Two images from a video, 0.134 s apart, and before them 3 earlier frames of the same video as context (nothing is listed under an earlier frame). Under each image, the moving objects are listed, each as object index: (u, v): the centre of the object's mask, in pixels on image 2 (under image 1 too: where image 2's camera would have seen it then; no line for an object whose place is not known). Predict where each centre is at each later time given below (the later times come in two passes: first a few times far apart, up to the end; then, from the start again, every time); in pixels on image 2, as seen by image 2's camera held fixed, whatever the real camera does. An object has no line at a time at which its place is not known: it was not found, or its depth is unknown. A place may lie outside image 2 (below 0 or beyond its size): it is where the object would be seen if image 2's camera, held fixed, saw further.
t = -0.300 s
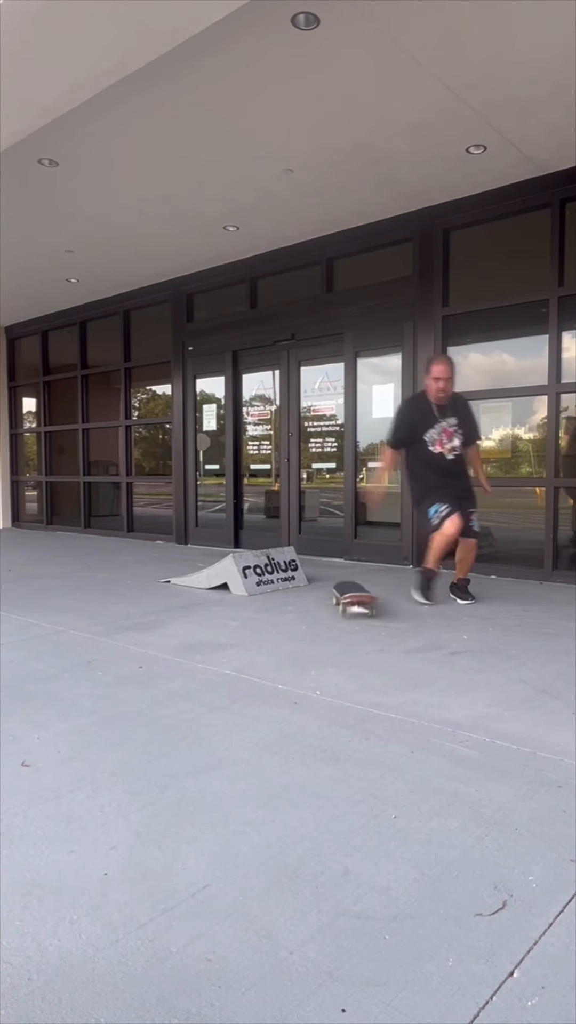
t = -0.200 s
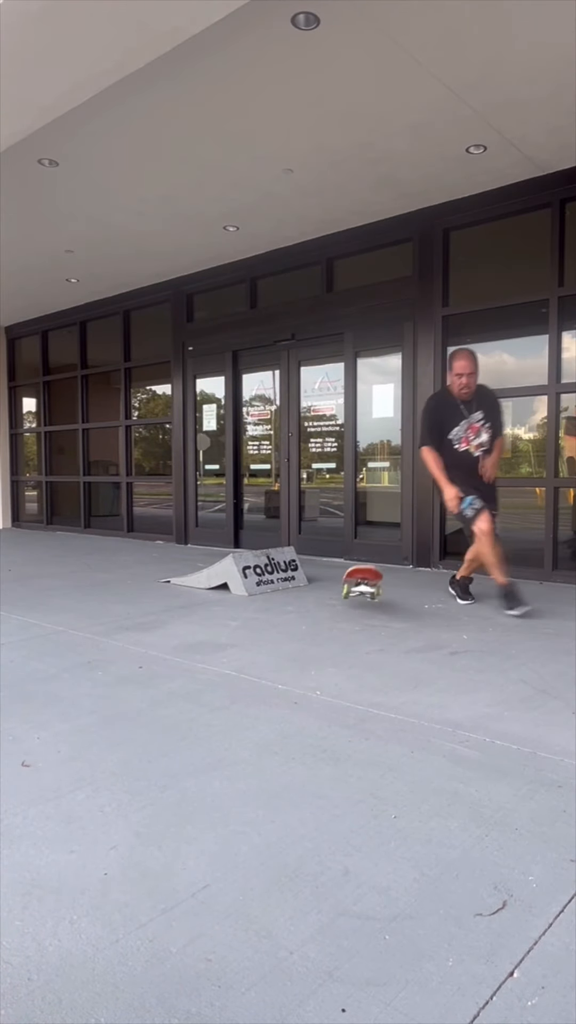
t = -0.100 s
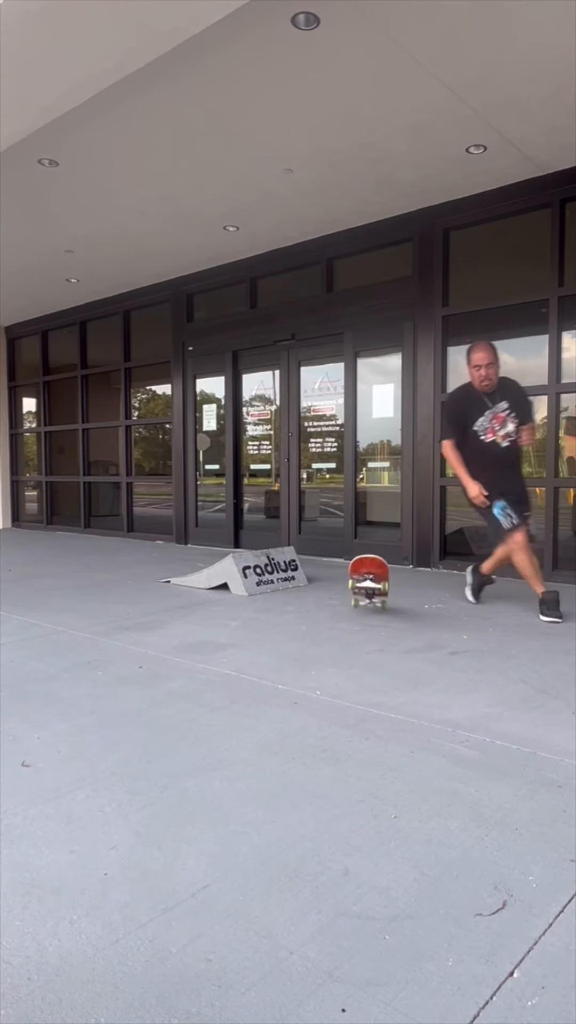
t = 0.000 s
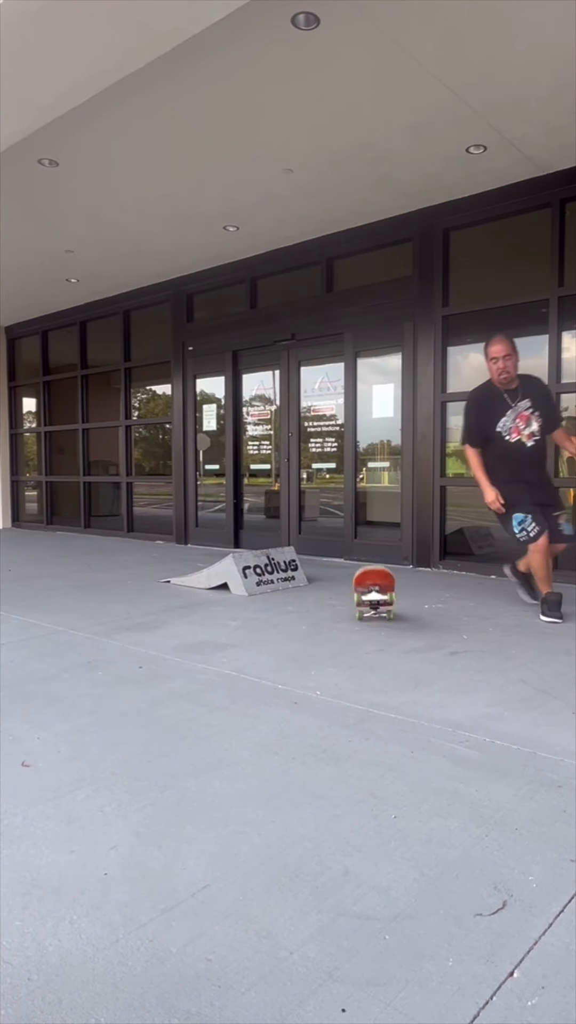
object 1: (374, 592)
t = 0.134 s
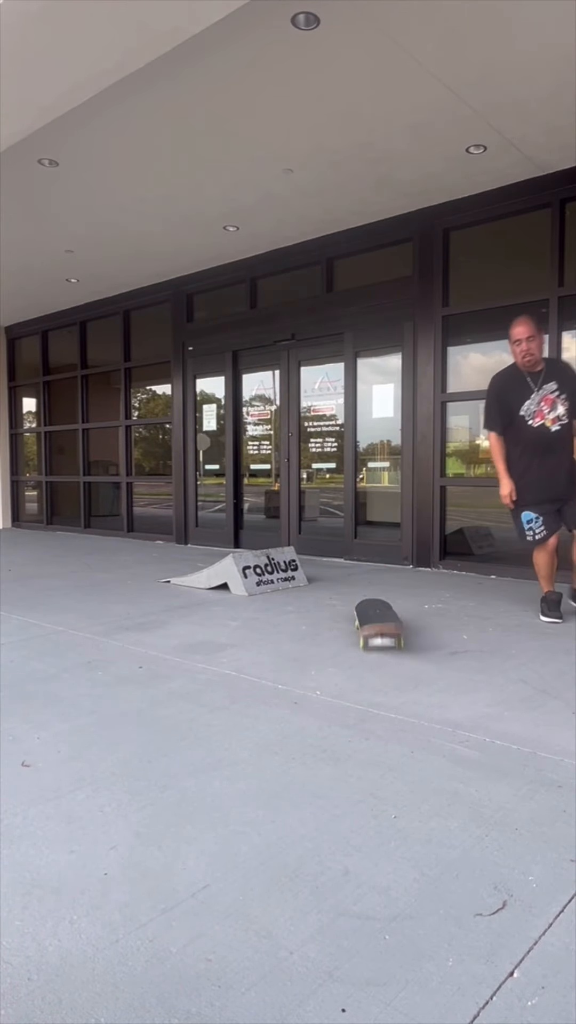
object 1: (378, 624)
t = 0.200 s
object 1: (380, 626)
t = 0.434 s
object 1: (384, 647)
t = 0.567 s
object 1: (387, 662)
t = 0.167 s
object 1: (379, 625)
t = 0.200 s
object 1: (380, 626)
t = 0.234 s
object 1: (380, 627)
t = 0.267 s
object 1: (381, 630)
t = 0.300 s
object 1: (382, 633)
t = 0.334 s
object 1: (382, 638)
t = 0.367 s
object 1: (383, 642)
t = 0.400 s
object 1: (383, 645)
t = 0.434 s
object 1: (384, 647)
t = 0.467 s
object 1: (385, 651)
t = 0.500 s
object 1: (386, 655)
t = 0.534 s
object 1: (387, 659)
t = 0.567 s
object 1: (387, 662)
